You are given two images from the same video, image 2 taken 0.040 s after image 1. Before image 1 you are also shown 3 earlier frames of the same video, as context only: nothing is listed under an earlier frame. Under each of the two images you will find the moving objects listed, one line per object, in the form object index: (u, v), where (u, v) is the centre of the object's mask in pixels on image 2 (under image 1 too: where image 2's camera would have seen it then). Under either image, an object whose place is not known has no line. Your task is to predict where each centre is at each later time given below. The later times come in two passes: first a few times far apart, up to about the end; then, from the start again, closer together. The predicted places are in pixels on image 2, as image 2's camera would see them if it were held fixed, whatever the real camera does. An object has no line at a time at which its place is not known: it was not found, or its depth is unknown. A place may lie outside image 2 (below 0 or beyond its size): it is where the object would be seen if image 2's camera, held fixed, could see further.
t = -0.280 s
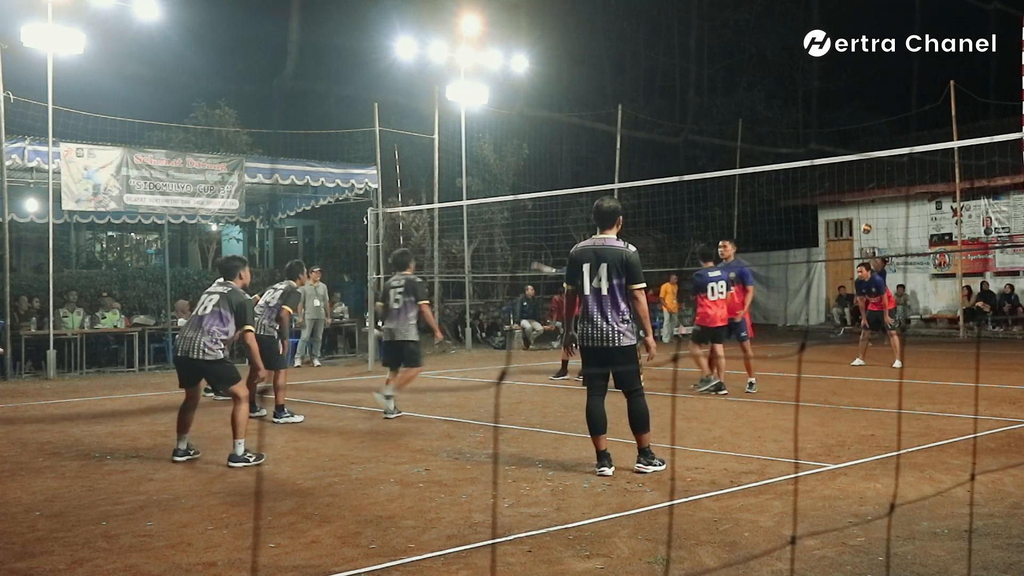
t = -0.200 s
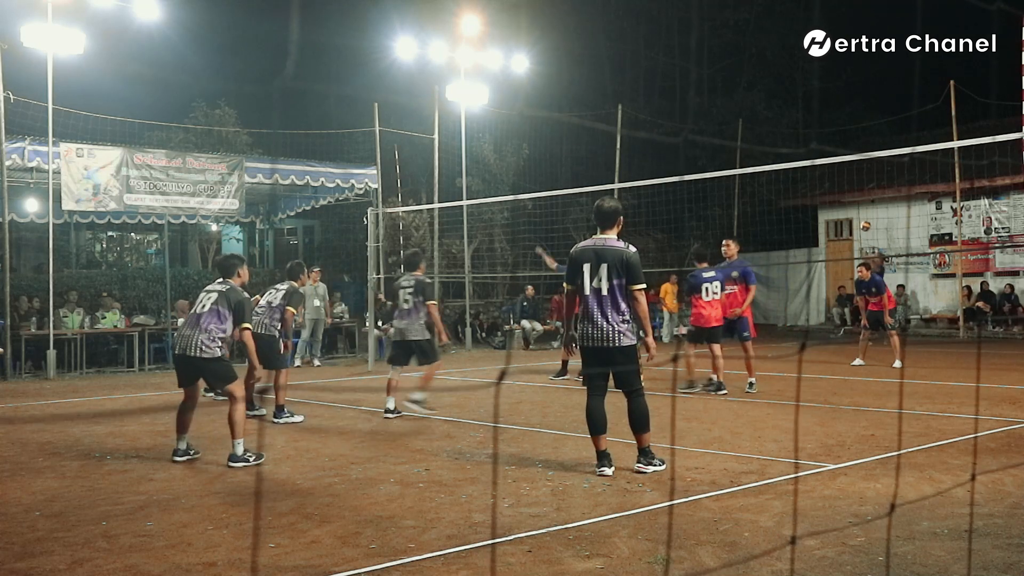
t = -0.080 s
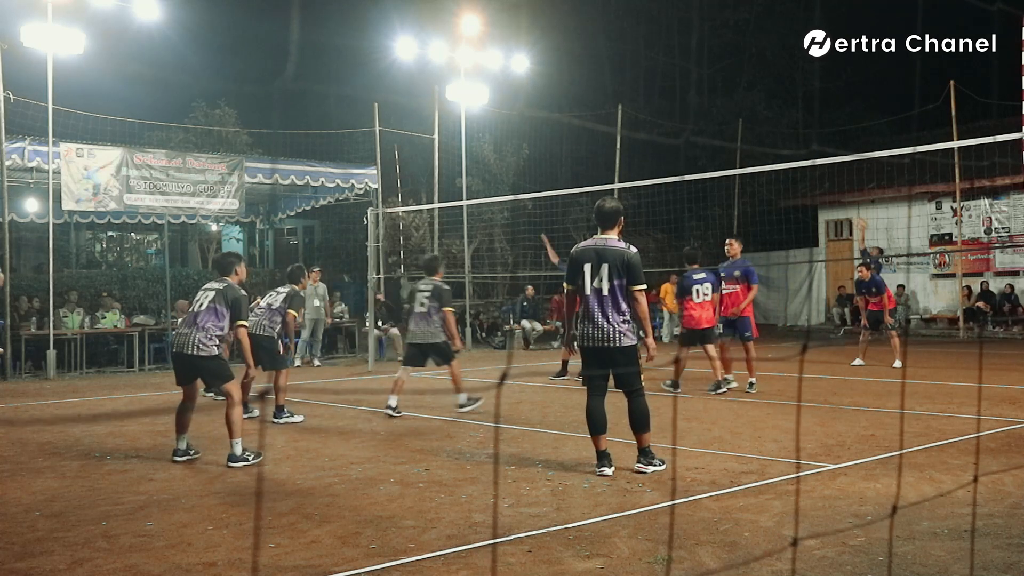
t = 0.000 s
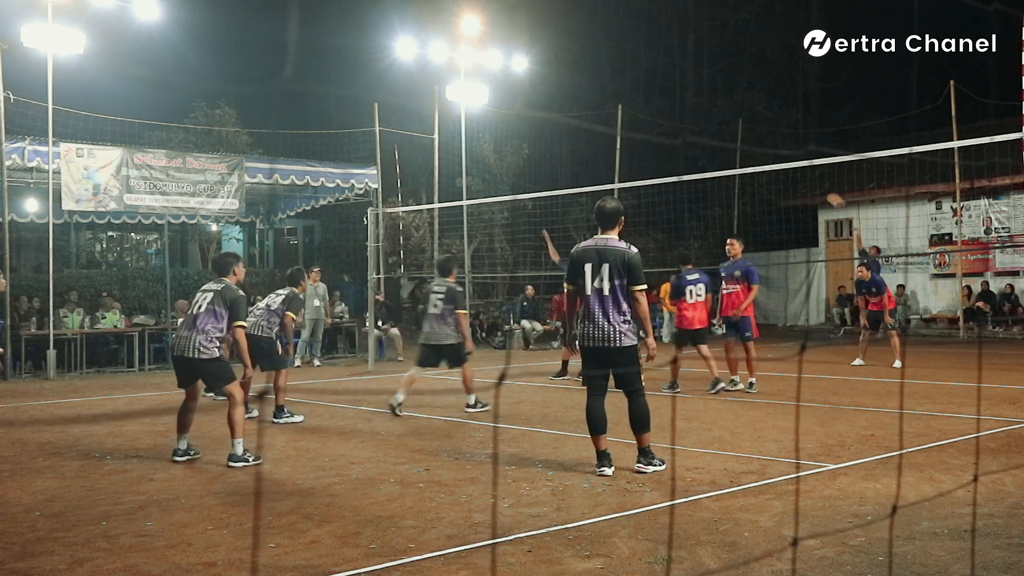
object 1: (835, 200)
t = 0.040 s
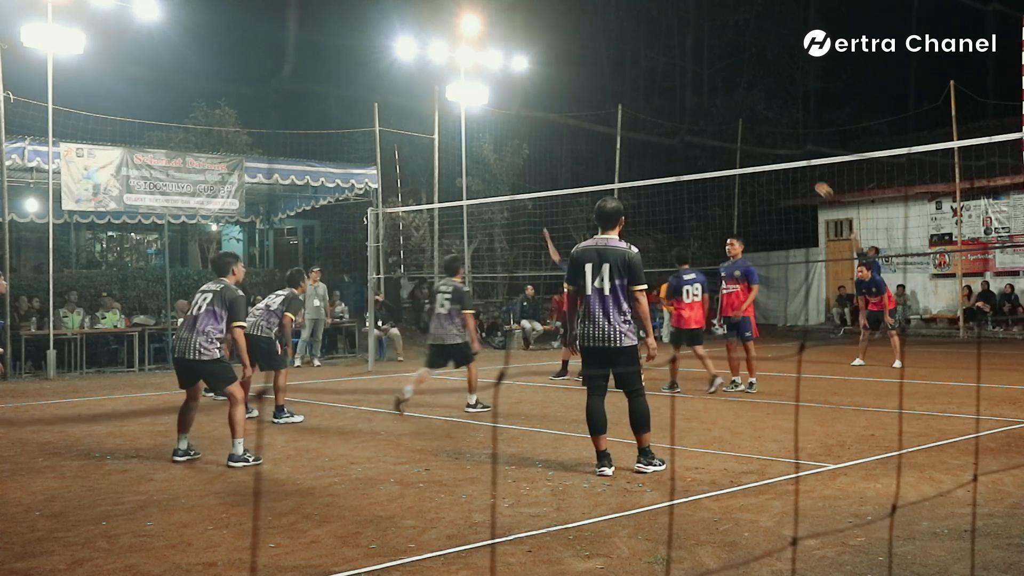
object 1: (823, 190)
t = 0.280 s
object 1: (741, 135)
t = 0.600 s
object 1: (593, 110)
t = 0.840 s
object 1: (460, 148)
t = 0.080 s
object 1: (811, 179)
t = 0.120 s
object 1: (799, 172)
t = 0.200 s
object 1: (771, 151)
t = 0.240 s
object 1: (756, 142)
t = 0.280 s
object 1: (741, 135)
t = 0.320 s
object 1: (725, 128)
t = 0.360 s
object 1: (708, 122)
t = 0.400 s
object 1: (691, 117)
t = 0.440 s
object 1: (672, 113)
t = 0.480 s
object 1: (653, 110)
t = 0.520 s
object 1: (634, 109)
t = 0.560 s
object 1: (613, 109)
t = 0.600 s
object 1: (593, 110)
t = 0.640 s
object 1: (572, 113)
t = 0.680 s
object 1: (551, 118)
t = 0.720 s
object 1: (530, 123)
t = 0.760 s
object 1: (507, 130)
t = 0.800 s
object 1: (485, 138)
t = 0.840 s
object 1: (460, 148)
